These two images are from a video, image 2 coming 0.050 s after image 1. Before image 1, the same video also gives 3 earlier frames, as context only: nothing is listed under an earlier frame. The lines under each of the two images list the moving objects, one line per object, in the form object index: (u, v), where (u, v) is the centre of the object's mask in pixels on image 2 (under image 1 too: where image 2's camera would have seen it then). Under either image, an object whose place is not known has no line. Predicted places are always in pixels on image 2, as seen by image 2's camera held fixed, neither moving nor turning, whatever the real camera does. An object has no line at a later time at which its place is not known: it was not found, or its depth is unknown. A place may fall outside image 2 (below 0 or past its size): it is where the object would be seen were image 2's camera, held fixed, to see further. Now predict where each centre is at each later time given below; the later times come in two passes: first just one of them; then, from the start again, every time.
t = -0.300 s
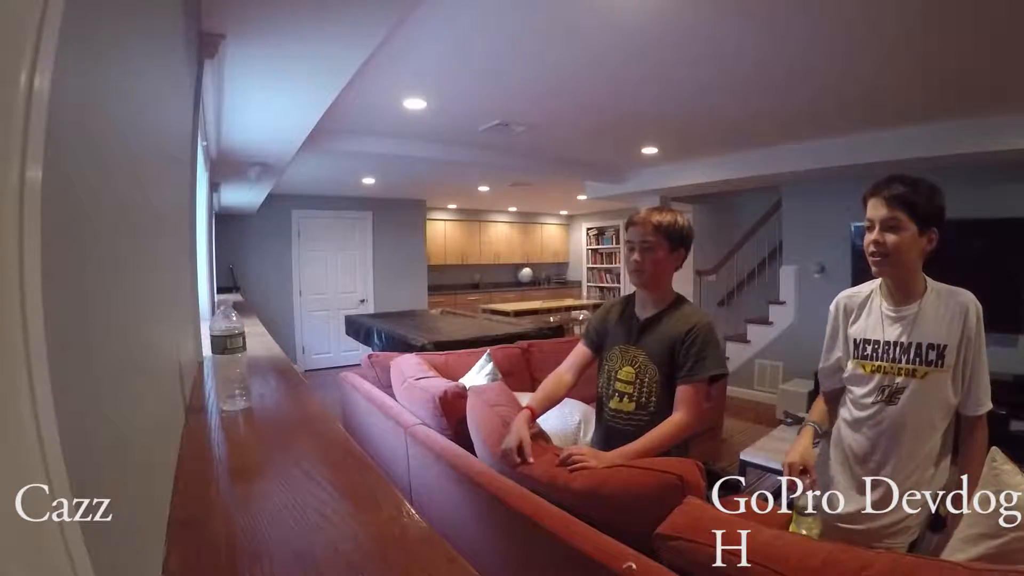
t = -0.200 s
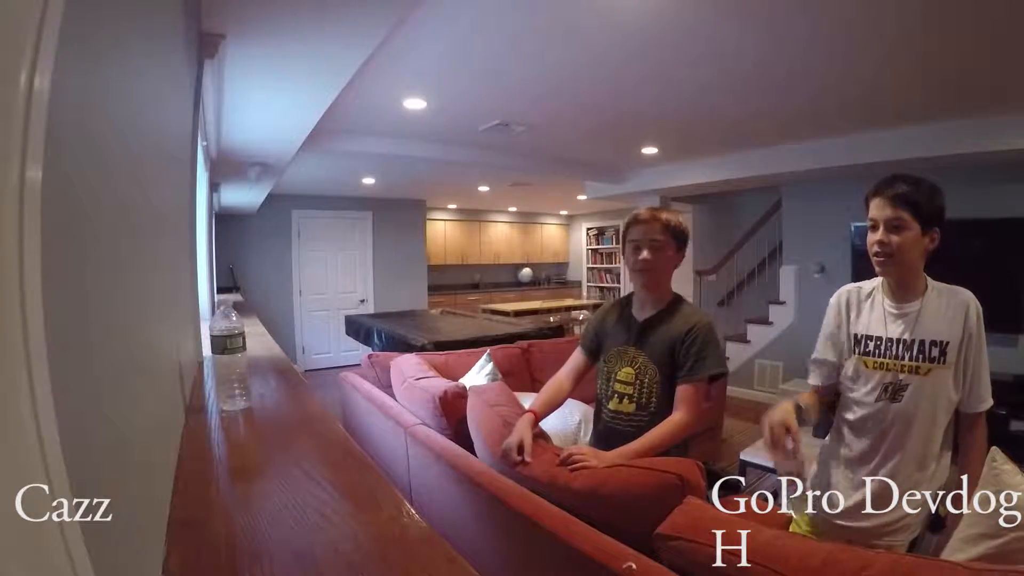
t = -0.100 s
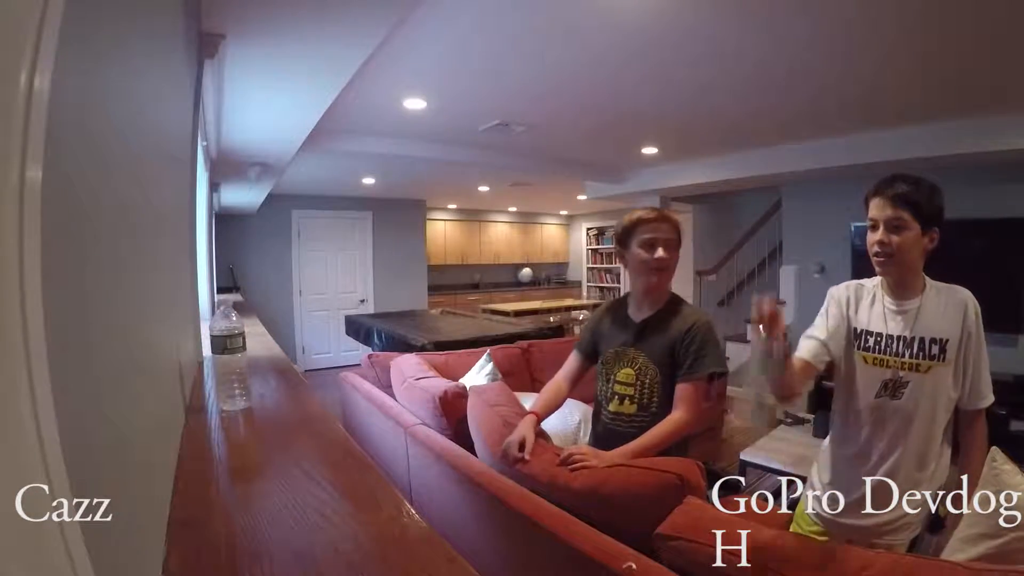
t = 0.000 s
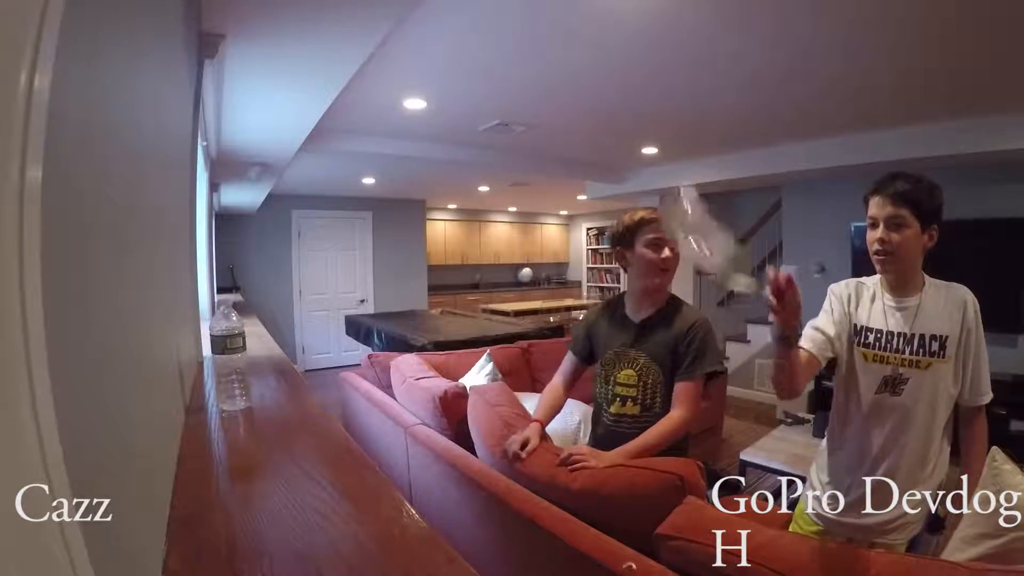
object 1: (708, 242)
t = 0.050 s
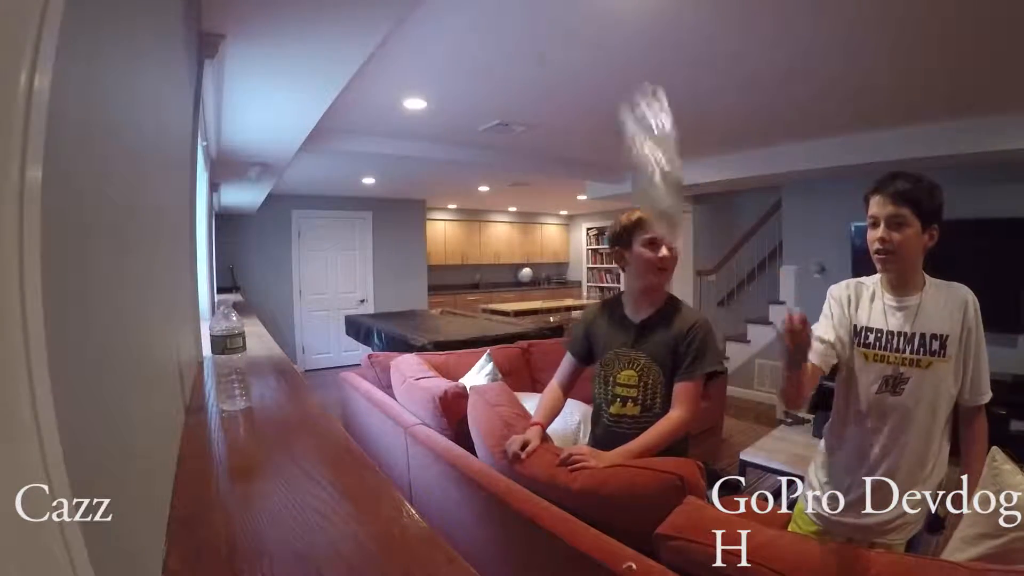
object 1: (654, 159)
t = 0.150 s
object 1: (522, 25)
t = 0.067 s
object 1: (635, 128)
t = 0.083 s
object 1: (617, 105)
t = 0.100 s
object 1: (599, 87)
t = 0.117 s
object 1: (579, 50)
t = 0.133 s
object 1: (555, 37)
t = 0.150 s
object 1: (522, 25)
